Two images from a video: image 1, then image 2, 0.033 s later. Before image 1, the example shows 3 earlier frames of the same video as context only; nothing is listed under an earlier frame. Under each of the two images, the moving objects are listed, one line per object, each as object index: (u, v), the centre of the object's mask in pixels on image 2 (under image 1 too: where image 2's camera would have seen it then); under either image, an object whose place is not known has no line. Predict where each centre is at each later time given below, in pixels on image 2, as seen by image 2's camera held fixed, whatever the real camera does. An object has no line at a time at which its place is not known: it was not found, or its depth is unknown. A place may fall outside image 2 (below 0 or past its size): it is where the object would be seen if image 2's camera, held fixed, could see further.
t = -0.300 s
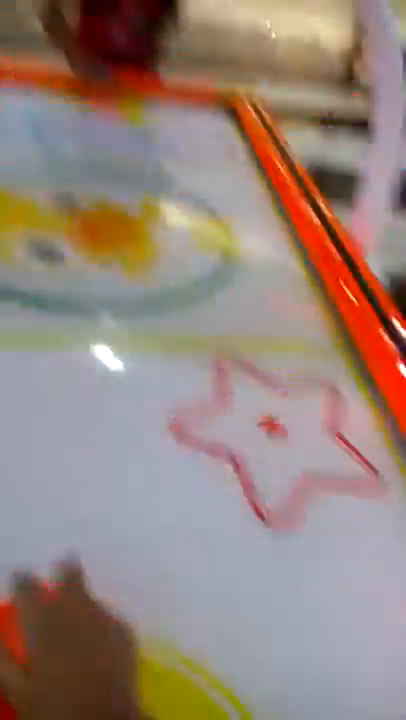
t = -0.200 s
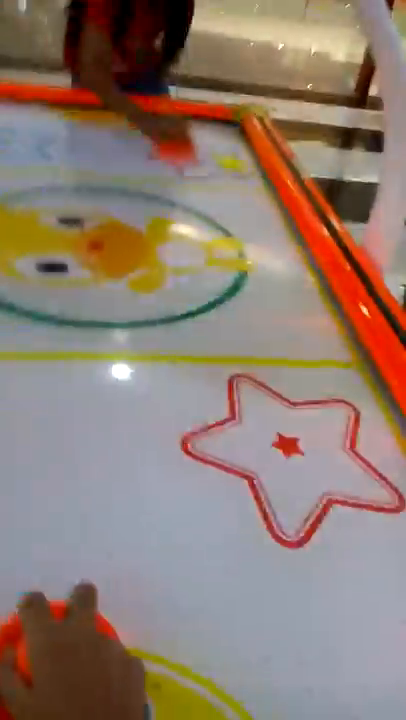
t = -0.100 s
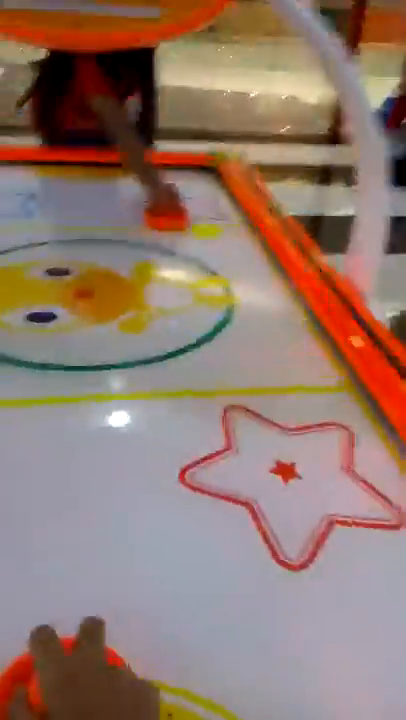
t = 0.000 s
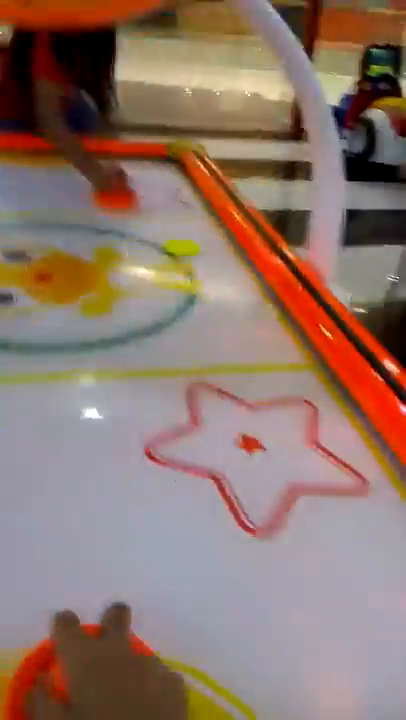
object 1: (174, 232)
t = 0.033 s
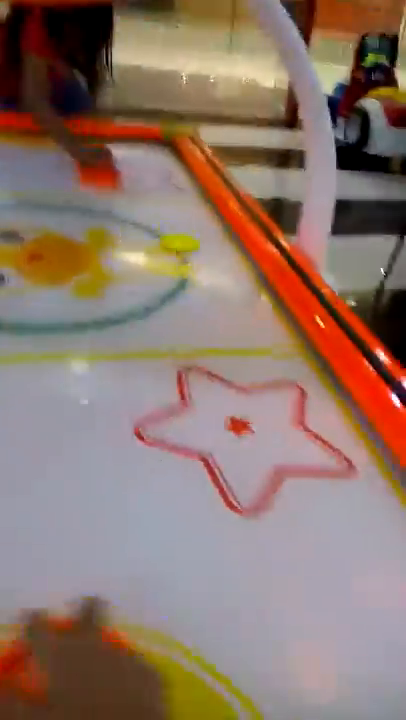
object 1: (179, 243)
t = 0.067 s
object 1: (185, 256)
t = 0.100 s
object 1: (191, 270)
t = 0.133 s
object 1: (200, 286)
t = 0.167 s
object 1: (209, 303)
